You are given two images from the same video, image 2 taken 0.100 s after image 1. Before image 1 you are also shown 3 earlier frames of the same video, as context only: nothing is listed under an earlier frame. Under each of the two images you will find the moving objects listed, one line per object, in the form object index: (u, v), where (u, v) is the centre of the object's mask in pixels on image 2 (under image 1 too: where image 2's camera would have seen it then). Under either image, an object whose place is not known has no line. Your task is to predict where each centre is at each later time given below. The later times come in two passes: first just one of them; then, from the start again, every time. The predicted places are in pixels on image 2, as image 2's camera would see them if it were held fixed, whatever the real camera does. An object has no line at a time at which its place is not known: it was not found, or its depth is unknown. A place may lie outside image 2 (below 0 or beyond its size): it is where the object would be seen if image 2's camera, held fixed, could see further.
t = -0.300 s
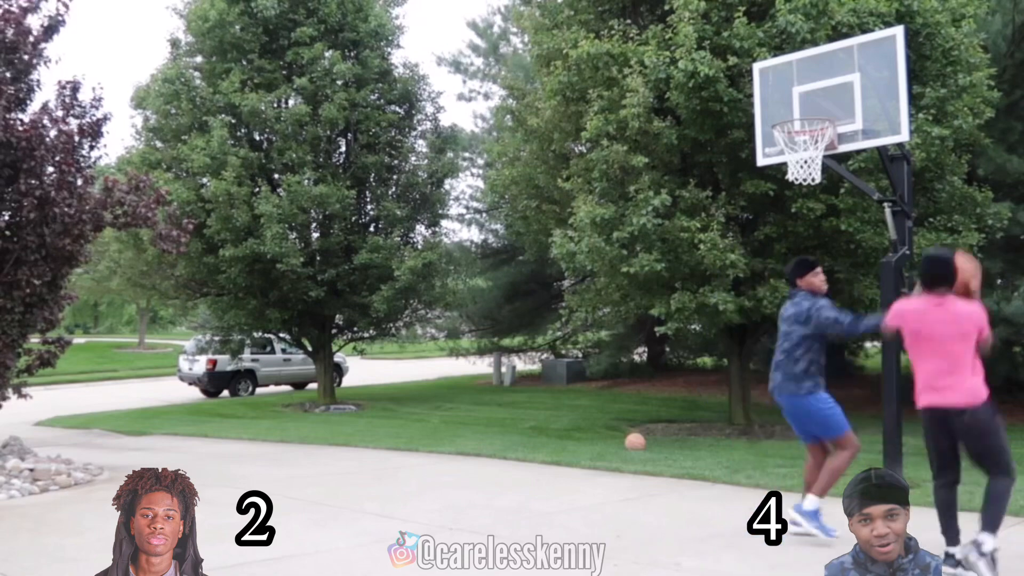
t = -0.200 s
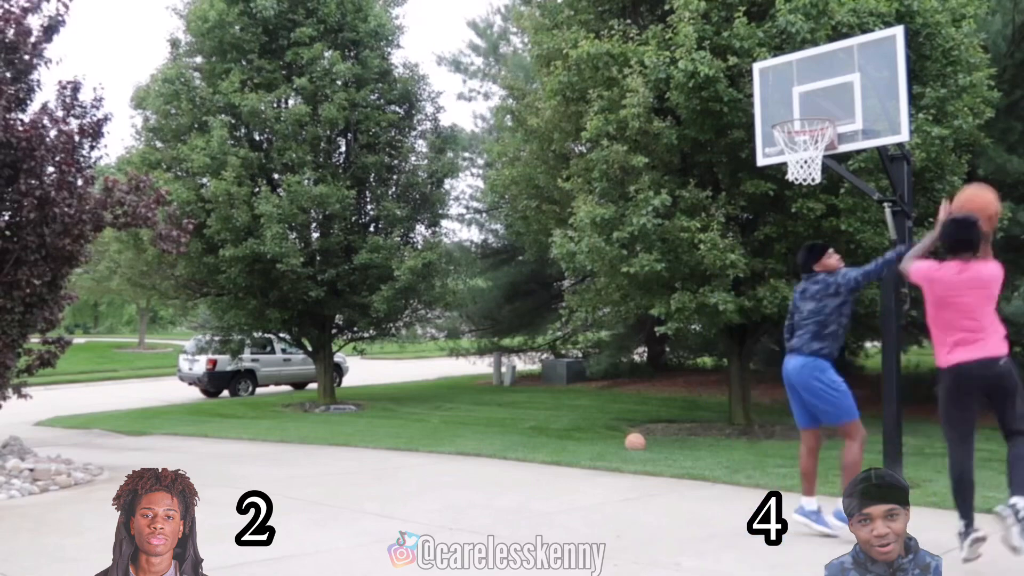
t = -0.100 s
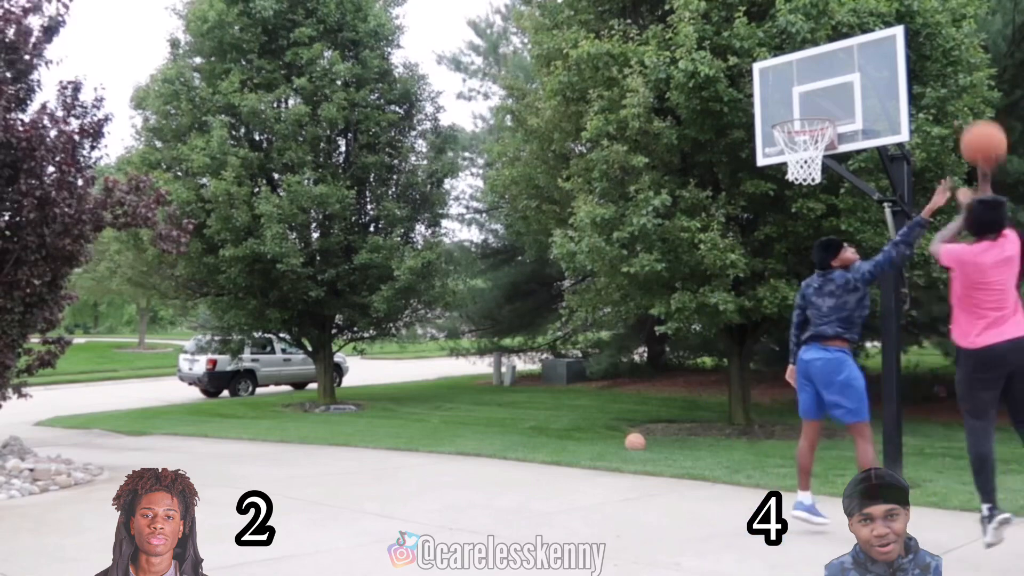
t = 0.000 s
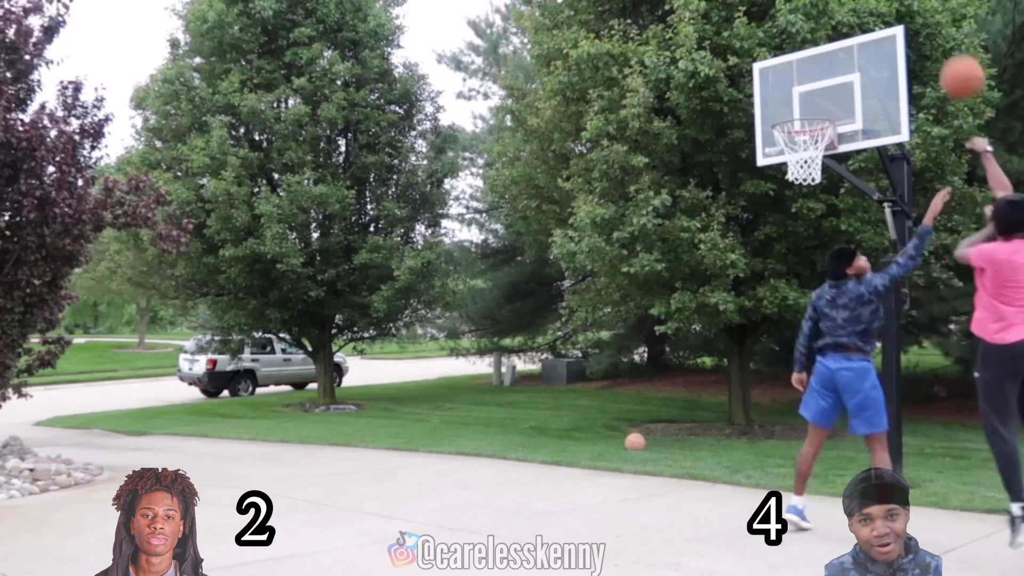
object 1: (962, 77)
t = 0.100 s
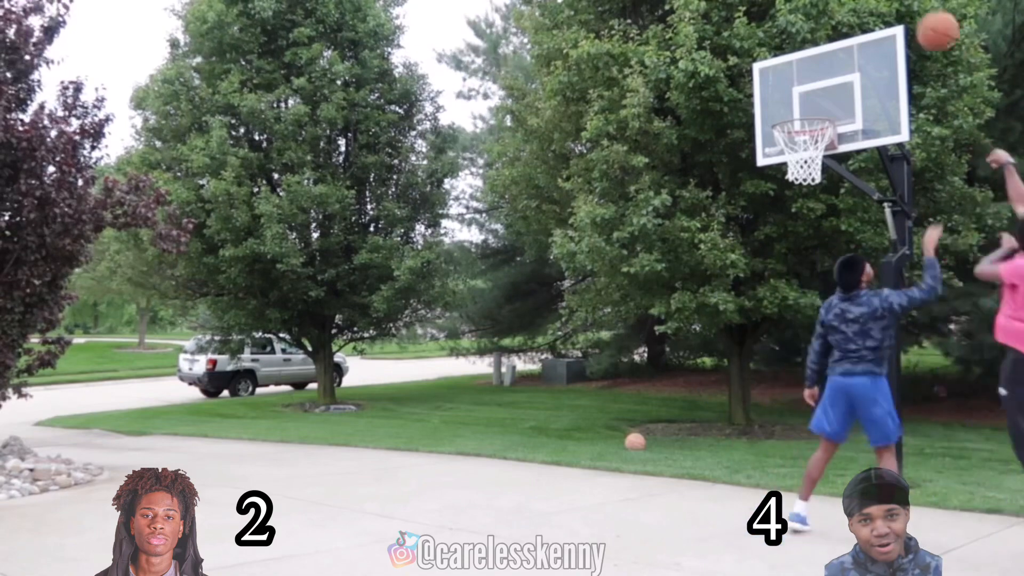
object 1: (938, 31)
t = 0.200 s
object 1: (916, 10)
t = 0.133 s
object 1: (930, 19)
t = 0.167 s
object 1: (923, 14)
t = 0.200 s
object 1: (916, 10)
